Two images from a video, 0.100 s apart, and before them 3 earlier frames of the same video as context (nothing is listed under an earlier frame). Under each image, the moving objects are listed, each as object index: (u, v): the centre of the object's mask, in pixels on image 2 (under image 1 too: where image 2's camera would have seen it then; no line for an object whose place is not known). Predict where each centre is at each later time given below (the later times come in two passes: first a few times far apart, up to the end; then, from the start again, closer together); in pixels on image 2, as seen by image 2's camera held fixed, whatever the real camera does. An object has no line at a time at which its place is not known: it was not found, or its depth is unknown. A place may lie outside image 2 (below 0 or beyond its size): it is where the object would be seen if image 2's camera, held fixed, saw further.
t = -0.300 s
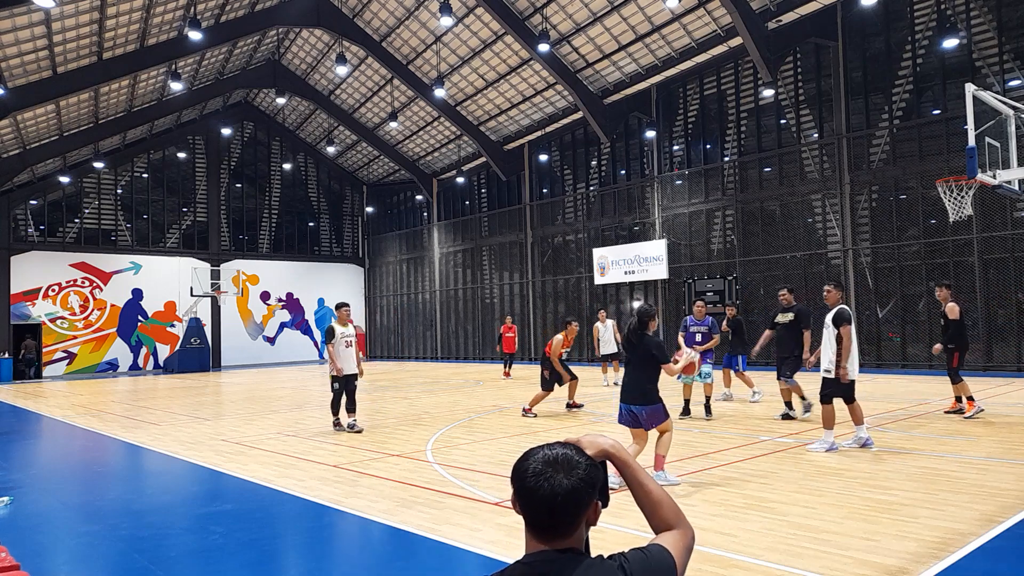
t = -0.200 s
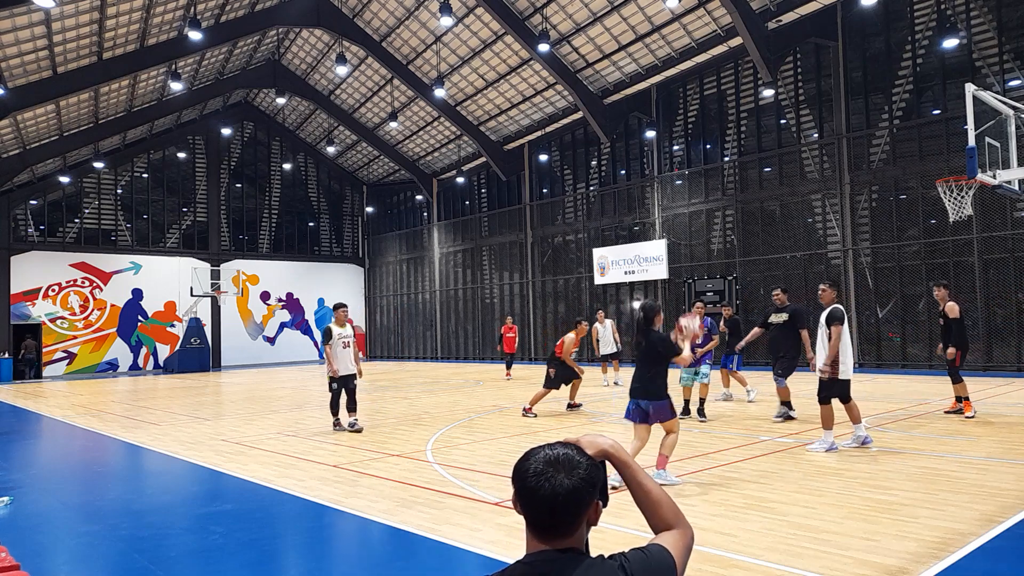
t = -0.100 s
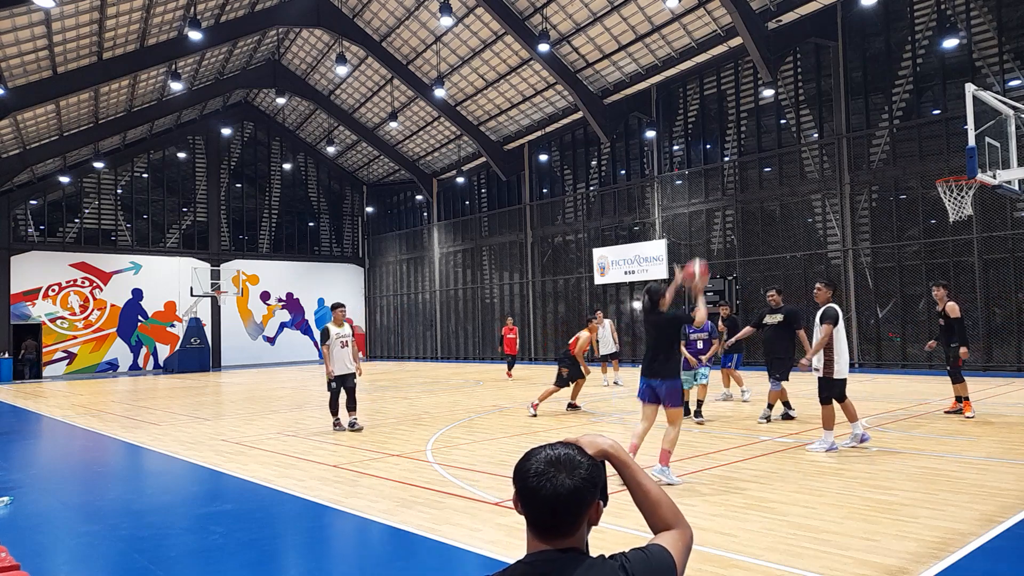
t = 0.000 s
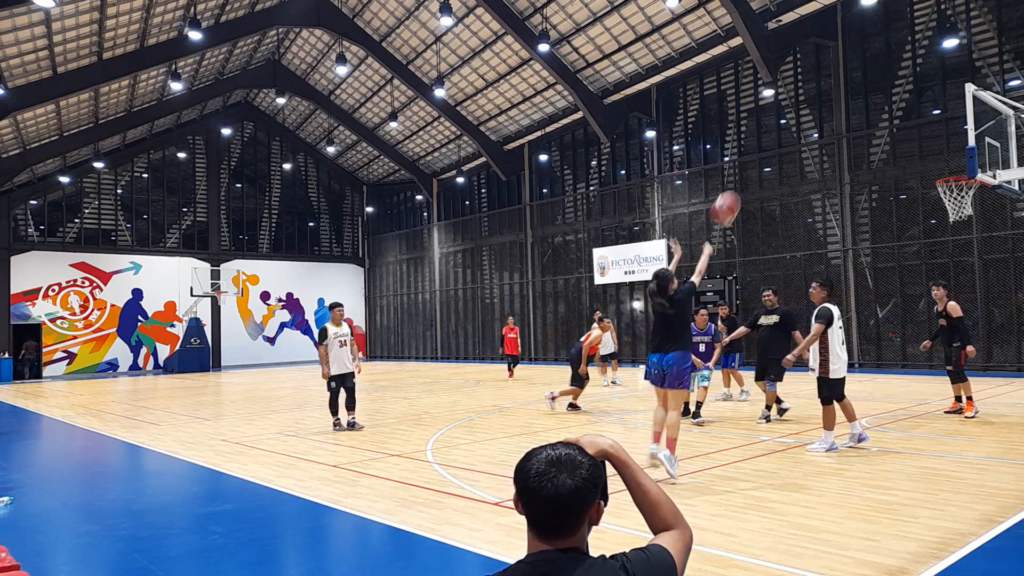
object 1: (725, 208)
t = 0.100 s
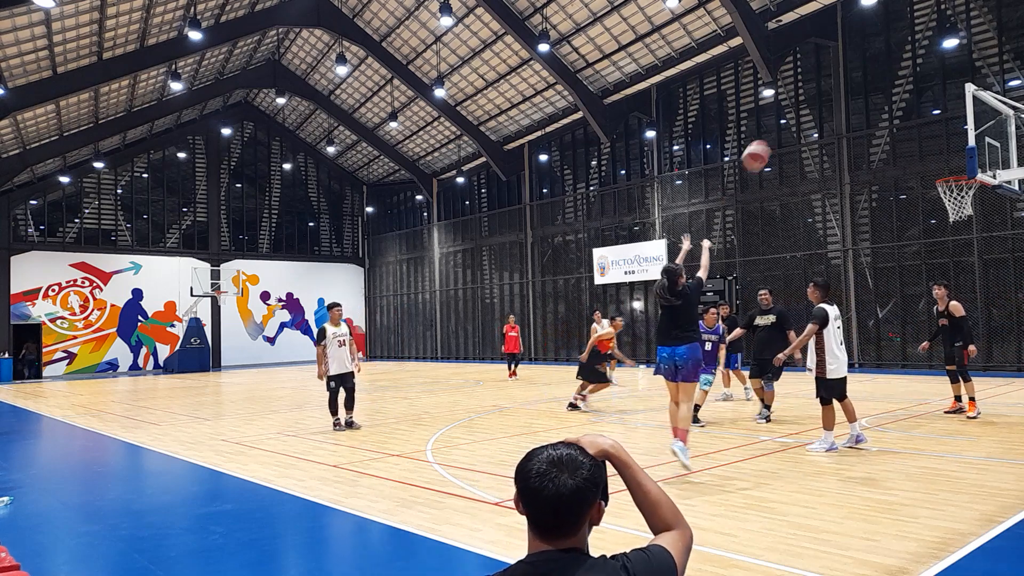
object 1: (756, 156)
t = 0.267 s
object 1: (803, 98)
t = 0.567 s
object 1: (875, 73)
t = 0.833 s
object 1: (930, 115)
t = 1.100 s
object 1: (946, 191)
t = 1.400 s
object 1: (938, 194)
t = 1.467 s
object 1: (943, 205)
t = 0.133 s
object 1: (766, 142)
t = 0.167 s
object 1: (774, 129)
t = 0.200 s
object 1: (784, 117)
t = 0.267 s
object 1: (803, 98)
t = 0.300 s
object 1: (812, 91)
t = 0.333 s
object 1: (820, 85)
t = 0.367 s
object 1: (828, 80)
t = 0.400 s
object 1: (836, 77)
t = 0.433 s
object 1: (845, 74)
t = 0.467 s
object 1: (852, 72)
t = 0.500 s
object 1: (860, 72)
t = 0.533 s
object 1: (868, 72)
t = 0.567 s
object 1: (875, 73)
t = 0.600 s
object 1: (882, 76)
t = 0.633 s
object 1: (890, 79)
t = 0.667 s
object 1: (896, 82)
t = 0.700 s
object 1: (903, 88)
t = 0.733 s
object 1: (910, 93)
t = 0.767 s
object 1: (917, 100)
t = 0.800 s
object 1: (923, 107)
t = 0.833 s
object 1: (930, 115)
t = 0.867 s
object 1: (936, 123)
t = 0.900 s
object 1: (942, 132)
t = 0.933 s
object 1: (949, 142)
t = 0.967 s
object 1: (955, 153)
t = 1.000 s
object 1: (958, 164)
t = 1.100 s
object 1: (946, 191)
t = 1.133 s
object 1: (938, 198)
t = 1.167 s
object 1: (935, 198)
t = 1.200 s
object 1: (934, 197)
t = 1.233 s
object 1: (933, 194)
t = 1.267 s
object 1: (934, 193)
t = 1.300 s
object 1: (934, 192)
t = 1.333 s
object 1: (935, 192)
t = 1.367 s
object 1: (936, 194)
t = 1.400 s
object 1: (938, 194)
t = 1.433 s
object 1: (940, 198)
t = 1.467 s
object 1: (943, 205)
